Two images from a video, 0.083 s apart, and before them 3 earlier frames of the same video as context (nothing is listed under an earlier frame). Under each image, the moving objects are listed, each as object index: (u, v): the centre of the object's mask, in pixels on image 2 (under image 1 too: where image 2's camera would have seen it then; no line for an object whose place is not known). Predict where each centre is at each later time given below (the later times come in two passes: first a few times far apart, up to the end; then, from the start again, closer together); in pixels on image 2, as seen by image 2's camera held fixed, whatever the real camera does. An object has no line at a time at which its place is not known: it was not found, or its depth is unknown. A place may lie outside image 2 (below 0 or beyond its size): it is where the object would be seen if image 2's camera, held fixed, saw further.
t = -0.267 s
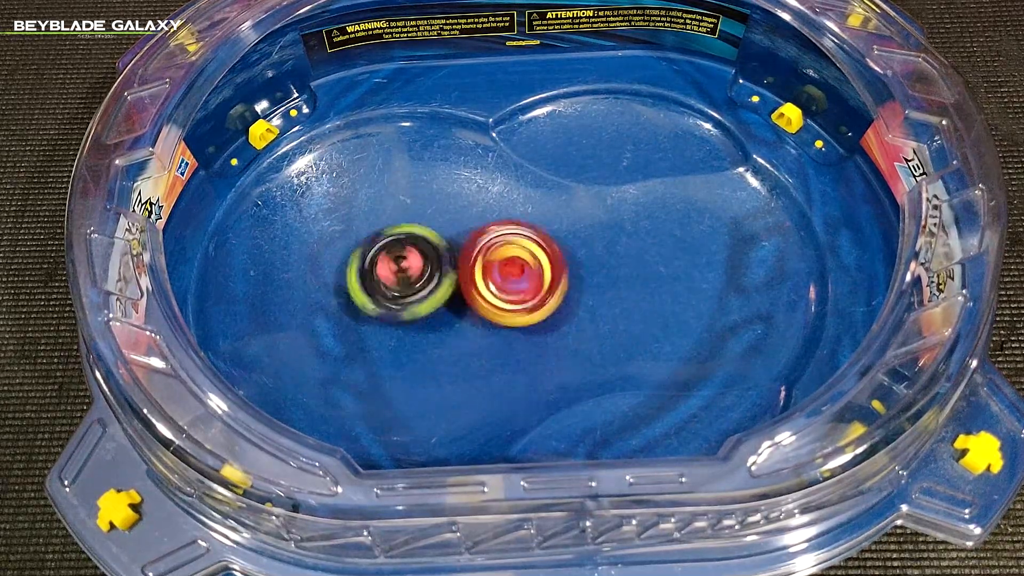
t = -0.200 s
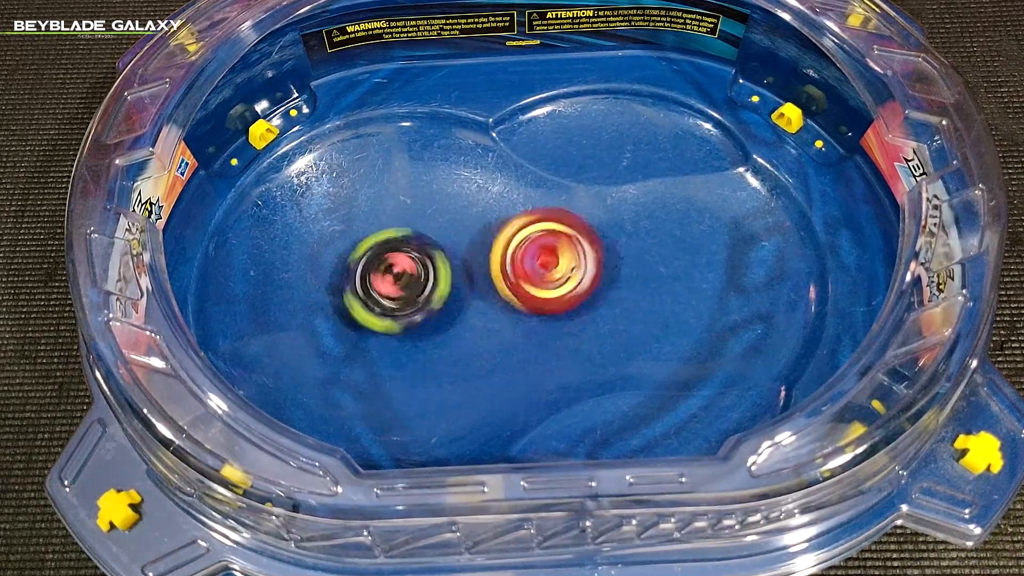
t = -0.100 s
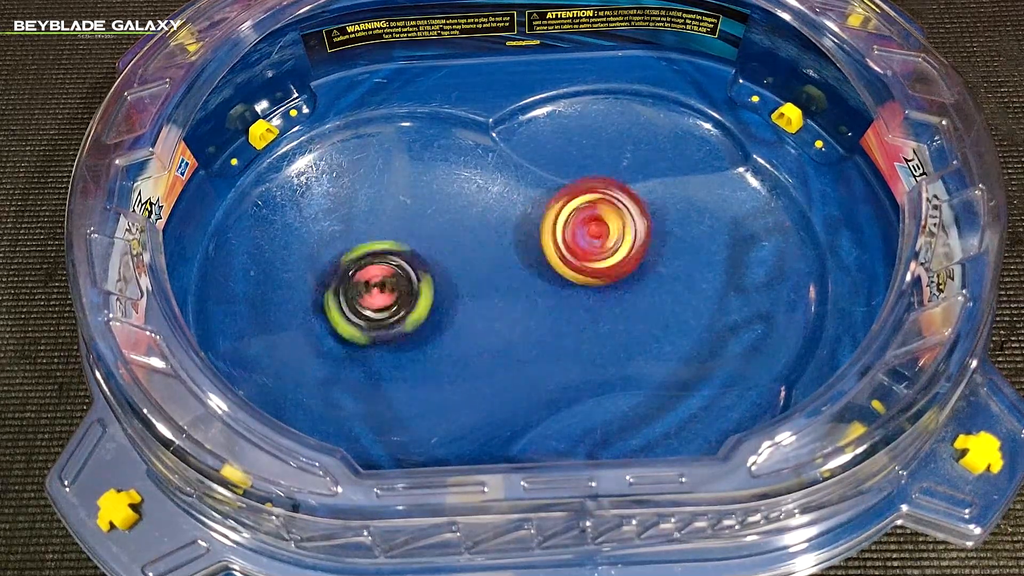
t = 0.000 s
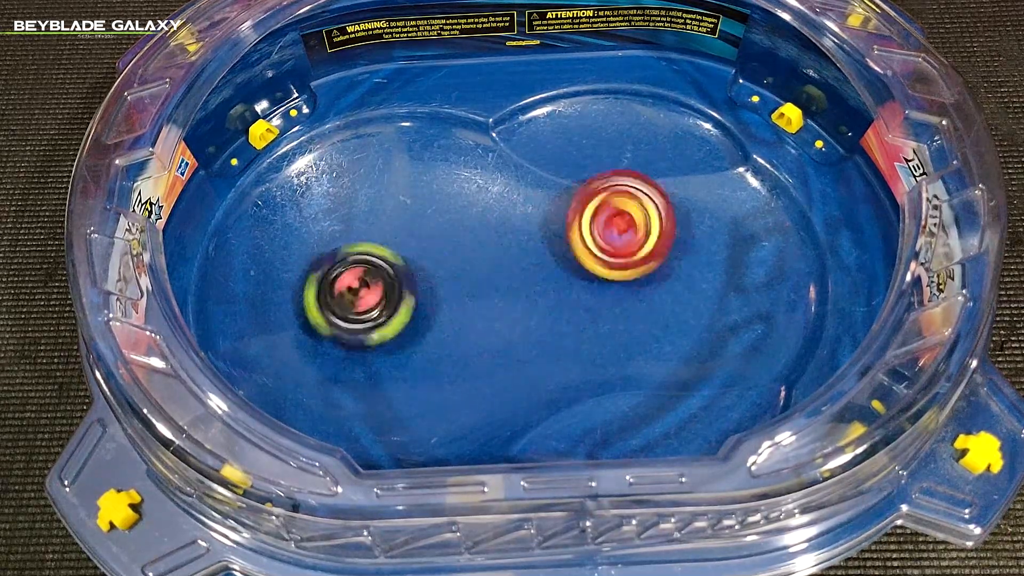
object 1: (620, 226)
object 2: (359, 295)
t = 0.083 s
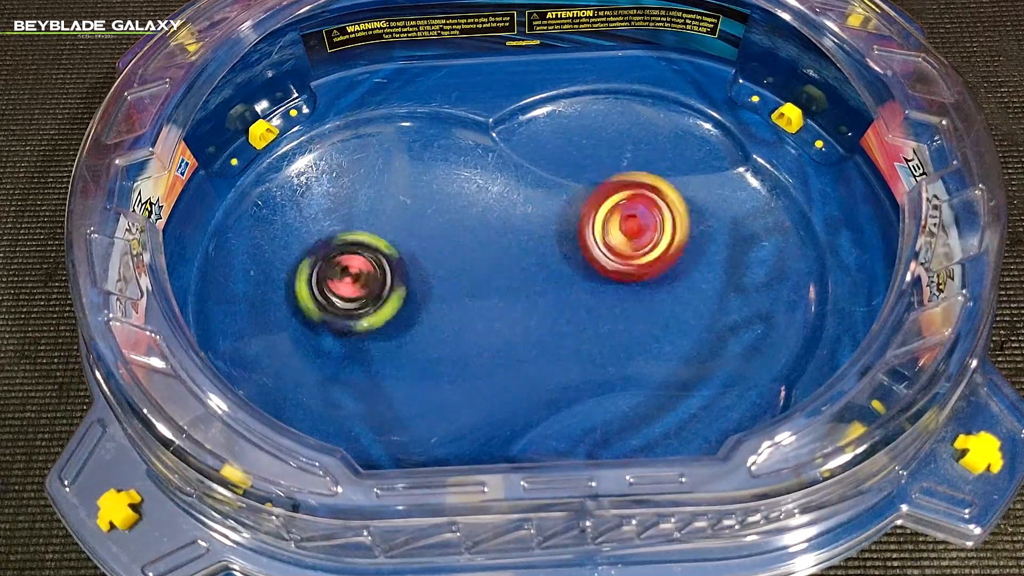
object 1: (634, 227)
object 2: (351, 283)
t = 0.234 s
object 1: (656, 241)
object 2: (374, 273)
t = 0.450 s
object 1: (674, 276)
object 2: (397, 312)
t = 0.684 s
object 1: (657, 321)
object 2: (368, 334)
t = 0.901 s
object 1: (635, 334)
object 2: (376, 292)
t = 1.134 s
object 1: (537, 285)
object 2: (415, 270)
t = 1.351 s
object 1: (593, 230)
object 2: (338, 268)
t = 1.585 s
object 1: (611, 233)
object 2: (348, 271)
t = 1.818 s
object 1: (606, 258)
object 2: (383, 278)
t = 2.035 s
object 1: (544, 303)
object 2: (414, 265)
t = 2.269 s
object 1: (459, 328)
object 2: (402, 243)
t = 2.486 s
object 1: (387, 353)
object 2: (374, 228)
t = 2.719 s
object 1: (357, 354)
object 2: (350, 266)
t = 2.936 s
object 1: (368, 355)
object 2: (339, 269)
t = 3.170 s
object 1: (407, 341)
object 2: (346, 270)
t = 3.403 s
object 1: (444, 319)
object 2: (350, 276)
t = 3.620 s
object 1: (447, 321)
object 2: (351, 276)
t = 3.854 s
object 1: (445, 313)
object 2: (350, 276)
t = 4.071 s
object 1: (431, 286)
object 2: (345, 275)
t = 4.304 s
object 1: (456, 283)
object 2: (351, 273)
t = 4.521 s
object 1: (459, 292)
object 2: (350, 276)
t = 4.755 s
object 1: (428, 294)
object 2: (345, 270)
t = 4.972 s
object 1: (433, 302)
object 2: (346, 270)
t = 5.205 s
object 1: (433, 309)
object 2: (346, 269)
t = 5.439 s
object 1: (433, 309)
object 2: (346, 269)
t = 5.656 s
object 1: (433, 309)
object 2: (346, 269)
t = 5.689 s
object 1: (433, 309)
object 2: (346, 269)
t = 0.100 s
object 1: (636, 229)
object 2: (351, 280)
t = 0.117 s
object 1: (639, 230)
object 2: (354, 278)
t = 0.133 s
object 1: (641, 230)
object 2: (355, 274)
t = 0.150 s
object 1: (644, 232)
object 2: (357, 272)
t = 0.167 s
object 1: (647, 234)
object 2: (360, 272)
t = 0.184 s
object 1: (648, 235)
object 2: (365, 271)
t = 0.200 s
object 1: (651, 237)
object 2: (369, 270)
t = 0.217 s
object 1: (654, 239)
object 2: (370, 270)
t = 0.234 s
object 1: (656, 241)
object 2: (374, 273)
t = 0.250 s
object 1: (659, 243)
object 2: (379, 275)
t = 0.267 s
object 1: (661, 245)
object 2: (382, 276)
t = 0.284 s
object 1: (663, 249)
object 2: (383, 278)
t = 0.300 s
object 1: (664, 249)
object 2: (385, 282)
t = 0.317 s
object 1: (667, 253)
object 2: (388, 285)
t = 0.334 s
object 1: (668, 256)
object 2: (389, 288)
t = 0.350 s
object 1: (669, 257)
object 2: (391, 291)
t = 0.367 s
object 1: (671, 261)
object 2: (392, 294)
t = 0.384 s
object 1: (672, 263)
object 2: (394, 298)
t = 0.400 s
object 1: (672, 267)
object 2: (394, 302)
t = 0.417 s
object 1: (674, 269)
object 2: (395, 305)
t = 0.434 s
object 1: (674, 272)
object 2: (396, 308)
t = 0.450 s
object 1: (674, 276)
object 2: (397, 312)
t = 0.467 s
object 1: (674, 278)
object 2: (396, 315)
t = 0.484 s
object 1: (673, 282)
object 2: (395, 319)
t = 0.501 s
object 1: (674, 286)
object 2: (395, 322)
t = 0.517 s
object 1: (672, 288)
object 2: (394, 325)
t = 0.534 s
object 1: (672, 292)
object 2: (392, 328)
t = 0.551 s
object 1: (671, 295)
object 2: (391, 331)
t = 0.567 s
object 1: (669, 299)
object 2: (388, 333)
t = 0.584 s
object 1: (669, 301)
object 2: (386, 335)
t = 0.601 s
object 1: (667, 305)
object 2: (382, 336)
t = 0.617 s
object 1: (666, 309)
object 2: (380, 337)
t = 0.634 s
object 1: (664, 311)
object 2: (377, 337)
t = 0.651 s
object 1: (662, 315)
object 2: (374, 336)
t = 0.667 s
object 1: (661, 318)
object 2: (370, 335)
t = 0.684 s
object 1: (657, 321)
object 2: (368, 334)
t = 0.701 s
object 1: (656, 324)
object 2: (366, 331)
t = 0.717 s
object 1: (652, 327)
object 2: (365, 327)
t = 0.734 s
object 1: (649, 329)
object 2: (364, 323)
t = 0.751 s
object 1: (646, 330)
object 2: (362, 320)
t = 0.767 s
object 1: (645, 333)
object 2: (362, 318)
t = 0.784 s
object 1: (643, 333)
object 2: (363, 313)
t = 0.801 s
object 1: (640, 333)
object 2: (364, 309)
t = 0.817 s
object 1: (641, 334)
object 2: (365, 306)
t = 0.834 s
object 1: (639, 334)
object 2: (367, 304)
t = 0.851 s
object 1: (638, 335)
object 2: (370, 300)
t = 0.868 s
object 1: (637, 334)
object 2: (371, 296)
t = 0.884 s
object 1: (636, 335)
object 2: (373, 294)
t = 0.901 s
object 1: (635, 334)
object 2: (376, 292)
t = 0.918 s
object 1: (632, 333)
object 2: (379, 289)
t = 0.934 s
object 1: (631, 332)
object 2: (381, 287)
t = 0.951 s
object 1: (627, 331)
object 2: (383, 286)
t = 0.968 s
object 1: (624, 329)
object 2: (387, 284)
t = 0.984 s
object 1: (618, 326)
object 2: (390, 282)
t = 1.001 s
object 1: (613, 324)
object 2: (393, 280)
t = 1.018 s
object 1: (606, 321)
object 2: (395, 279)
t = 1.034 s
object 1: (598, 316)
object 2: (399, 278)
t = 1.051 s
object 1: (590, 312)
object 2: (402, 276)
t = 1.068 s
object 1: (582, 308)
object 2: (404, 274)
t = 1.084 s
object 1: (571, 303)
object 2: (407, 274)
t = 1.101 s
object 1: (560, 296)
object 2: (411, 272)
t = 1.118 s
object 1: (550, 292)
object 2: (412, 271)
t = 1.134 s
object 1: (537, 285)
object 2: (415, 270)
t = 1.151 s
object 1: (526, 279)
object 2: (417, 270)
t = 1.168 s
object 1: (519, 274)
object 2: (416, 270)
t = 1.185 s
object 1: (527, 271)
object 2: (408, 270)
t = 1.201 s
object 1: (537, 268)
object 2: (390, 269)
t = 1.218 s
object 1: (545, 262)
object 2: (378, 269)
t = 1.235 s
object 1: (555, 256)
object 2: (363, 270)
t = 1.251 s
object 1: (562, 251)
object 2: (353, 271)
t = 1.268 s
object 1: (567, 246)
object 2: (349, 270)
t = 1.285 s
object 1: (574, 242)
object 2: (341, 271)
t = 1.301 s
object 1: (579, 237)
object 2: (337, 272)
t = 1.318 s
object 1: (585, 235)
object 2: (337, 272)
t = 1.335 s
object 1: (588, 232)
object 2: (338, 270)
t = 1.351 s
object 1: (593, 230)
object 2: (338, 268)
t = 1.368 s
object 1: (596, 229)
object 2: (336, 267)
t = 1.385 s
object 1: (599, 227)
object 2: (335, 267)
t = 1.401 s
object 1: (602, 227)
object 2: (335, 266)
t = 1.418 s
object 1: (605, 227)
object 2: (332, 266)
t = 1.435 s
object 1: (606, 228)
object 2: (332, 265)
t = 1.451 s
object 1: (607, 227)
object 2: (331, 266)
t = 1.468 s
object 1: (609, 229)
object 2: (331, 265)
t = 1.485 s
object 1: (609, 229)
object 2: (332, 265)
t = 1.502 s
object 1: (610, 230)
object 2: (331, 265)
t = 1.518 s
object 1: (610, 230)
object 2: (331, 268)
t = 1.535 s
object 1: (611, 231)
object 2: (336, 270)
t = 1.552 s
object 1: (611, 231)
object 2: (340, 270)
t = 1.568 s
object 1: (612, 232)
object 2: (344, 270)
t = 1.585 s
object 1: (611, 233)
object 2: (348, 271)
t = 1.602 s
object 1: (613, 233)
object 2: (350, 272)
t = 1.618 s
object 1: (613, 234)
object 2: (354, 274)
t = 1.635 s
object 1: (614, 234)
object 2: (356, 274)
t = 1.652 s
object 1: (613, 237)
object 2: (359, 275)
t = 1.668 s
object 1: (613, 238)
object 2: (362, 276)
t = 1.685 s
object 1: (613, 240)
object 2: (365, 276)
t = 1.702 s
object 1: (613, 241)
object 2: (368, 277)
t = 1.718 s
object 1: (613, 244)
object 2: (369, 276)
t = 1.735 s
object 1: (611, 245)
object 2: (372, 278)
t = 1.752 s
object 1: (612, 248)
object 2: (374, 277)
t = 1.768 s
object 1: (610, 250)
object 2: (376, 278)
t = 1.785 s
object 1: (610, 252)
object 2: (379, 278)
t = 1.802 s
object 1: (607, 256)
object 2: (382, 278)
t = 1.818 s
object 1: (606, 258)
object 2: (383, 278)
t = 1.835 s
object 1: (604, 262)
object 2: (387, 278)
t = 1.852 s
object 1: (601, 265)
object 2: (389, 278)
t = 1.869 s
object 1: (598, 268)
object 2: (391, 278)
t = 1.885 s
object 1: (594, 272)
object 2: (395, 277)
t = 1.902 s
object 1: (591, 275)
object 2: (396, 277)
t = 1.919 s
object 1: (587, 280)
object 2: (399, 276)
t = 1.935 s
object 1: (581, 283)
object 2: (402, 275)
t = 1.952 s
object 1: (576, 288)
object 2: (404, 273)
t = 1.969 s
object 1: (570, 290)
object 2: (406, 272)
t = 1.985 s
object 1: (565, 294)
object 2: (409, 271)
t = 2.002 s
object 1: (558, 297)
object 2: (410, 269)
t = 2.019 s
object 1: (552, 300)
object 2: (413, 267)
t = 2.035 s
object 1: (544, 303)
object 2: (414, 265)
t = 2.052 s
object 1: (538, 305)
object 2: (416, 263)
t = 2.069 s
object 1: (531, 309)
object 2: (418, 261)
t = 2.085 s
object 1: (523, 310)
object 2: (419, 260)
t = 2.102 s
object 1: (515, 313)
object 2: (420, 257)
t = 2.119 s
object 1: (506, 314)
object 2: (420, 254)
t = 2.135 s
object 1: (503, 317)
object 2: (417, 249)
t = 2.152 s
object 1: (498, 322)
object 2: (410, 246)
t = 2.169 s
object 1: (493, 324)
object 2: (409, 244)
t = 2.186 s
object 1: (488, 325)
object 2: (406, 242)
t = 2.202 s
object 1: (482, 326)
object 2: (404, 241)
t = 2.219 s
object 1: (478, 327)
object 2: (402, 241)
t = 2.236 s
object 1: (472, 328)
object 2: (402, 242)
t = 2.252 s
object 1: (465, 328)
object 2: (399, 243)
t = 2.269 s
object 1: (459, 328)
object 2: (402, 243)
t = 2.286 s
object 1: (452, 327)
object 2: (404, 243)
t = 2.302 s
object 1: (447, 328)
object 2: (402, 242)
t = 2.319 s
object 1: (439, 327)
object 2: (403, 241)
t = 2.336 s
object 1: (432, 325)
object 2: (401, 239)
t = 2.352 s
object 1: (425, 325)
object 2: (401, 239)
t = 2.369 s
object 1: (418, 325)
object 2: (398, 239)
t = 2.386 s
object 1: (414, 330)
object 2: (399, 238)
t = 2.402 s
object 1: (408, 338)
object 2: (392, 235)
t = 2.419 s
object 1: (402, 343)
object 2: (386, 230)
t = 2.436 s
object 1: (398, 346)
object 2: (382, 230)
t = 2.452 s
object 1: (393, 349)
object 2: (380, 227)
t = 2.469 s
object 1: (390, 350)
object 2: (376, 227)
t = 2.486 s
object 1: (387, 353)
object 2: (374, 228)
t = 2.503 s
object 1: (382, 355)
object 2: (372, 231)
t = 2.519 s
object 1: (380, 354)
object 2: (373, 235)
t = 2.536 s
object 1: (377, 354)
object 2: (372, 237)
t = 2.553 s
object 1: (374, 353)
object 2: (372, 240)
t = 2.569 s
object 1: (371, 352)
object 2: (372, 244)
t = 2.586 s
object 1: (370, 353)
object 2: (371, 248)
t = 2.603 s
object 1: (368, 352)
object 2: (370, 251)
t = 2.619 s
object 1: (368, 350)
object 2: (369, 254)
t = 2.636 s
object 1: (368, 348)
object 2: (367, 257)
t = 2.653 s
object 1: (366, 347)
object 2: (363, 261)
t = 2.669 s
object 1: (364, 349)
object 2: (361, 262)
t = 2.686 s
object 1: (363, 352)
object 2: (355, 263)
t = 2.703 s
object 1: (361, 354)
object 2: (352, 265)
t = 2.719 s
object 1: (357, 354)
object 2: (350, 266)
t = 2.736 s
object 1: (357, 352)
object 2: (349, 266)
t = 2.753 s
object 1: (357, 351)
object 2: (342, 267)
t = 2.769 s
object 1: (358, 354)
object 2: (340, 267)
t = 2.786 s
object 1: (358, 355)
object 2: (338, 265)
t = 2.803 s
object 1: (360, 357)
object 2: (334, 265)
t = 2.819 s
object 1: (360, 359)
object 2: (332, 267)
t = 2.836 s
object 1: (359, 360)
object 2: (332, 266)
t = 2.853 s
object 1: (359, 359)
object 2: (331, 267)
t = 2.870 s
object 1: (360, 360)
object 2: (331, 269)
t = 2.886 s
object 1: (360, 359)
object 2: (335, 270)
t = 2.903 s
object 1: (360, 357)
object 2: (336, 269)
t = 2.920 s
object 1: (364, 355)
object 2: (338, 269)
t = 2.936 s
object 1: (368, 355)
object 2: (339, 269)
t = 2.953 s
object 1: (371, 356)
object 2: (342, 268)
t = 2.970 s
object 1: (375, 355)
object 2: (343, 267)
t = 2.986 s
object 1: (378, 357)
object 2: (344, 268)
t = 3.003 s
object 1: (379, 358)
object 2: (346, 268)
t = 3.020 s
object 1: (380, 358)
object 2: (346, 268)
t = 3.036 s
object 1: (382, 355)
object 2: (347, 267)
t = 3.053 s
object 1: (385, 353)
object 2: (348, 268)
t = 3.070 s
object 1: (387, 352)
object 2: (348, 268)
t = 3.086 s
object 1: (391, 351)
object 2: (347, 268)
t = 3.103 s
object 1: (394, 350)
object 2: (347, 268)
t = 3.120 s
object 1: (397, 349)
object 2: (347, 269)
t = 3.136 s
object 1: (398, 346)
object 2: (346, 268)
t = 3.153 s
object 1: (402, 342)
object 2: (346, 269)
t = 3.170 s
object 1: (407, 341)
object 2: (346, 270)
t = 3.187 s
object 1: (410, 339)
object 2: (346, 269)
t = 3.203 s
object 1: (413, 337)
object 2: (346, 270)
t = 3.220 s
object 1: (416, 334)
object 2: (346, 270)
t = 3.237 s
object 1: (420, 333)
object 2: (346, 271)
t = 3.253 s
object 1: (422, 331)
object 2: (346, 271)
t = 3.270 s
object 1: (425, 328)
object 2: (347, 271)
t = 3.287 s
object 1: (428, 325)
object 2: (347, 273)
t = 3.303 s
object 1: (431, 324)
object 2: (347, 273)
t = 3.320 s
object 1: (434, 324)
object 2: (348, 273)
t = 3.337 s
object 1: (436, 323)
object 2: (349, 274)
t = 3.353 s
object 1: (438, 321)
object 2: (349, 275)
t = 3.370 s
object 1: (439, 320)
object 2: (349, 275)
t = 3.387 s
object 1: (441, 319)
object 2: (349, 275)
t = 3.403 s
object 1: (444, 319)
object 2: (350, 276)
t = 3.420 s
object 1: (446, 321)
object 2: (350, 276)
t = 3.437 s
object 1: (446, 321)
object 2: (350, 276)
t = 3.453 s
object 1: (447, 320)
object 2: (351, 276)
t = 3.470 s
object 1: (449, 318)
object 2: (351, 277)
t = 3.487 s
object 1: (451, 317)
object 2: (351, 276)
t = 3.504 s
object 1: (452, 317)
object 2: (351, 276)
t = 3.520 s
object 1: (453, 317)
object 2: (352, 277)
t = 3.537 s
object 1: (454, 317)
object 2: (352, 277)
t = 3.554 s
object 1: (454, 319)
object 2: (352, 277)
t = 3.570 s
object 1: (453, 320)
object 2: (352, 277)
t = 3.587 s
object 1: (451, 320)
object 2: (352, 277)
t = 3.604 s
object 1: (449, 321)
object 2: (352, 277)
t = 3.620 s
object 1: (447, 321)
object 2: (351, 276)
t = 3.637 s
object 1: (447, 320)
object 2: (351, 276)
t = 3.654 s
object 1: (449, 319)
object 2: (352, 277)
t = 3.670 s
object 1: (450, 320)
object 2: (352, 277)
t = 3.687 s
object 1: (450, 320)
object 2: (352, 277)
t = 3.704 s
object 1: (449, 319)
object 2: (352, 277)
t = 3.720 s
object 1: (450, 318)
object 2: (352, 277)
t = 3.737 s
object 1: (450, 318)
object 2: (351, 277)
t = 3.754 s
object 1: (448, 318)
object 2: (351, 276)
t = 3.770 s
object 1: (447, 318)
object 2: (351, 276)
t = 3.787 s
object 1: (447, 318)
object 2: (351, 276)
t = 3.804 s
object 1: (446, 318)
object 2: (350, 276)
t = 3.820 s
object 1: (445, 317)
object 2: (350, 276)
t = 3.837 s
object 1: (444, 315)
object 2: (350, 276)
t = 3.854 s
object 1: (445, 313)
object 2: (350, 276)
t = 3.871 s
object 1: (444, 313)
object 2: (349, 275)
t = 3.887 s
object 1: (440, 311)
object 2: (349, 275)
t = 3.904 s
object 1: (438, 309)
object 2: (348, 275)
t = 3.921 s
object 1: (437, 307)
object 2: (348, 275)
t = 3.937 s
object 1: (437, 305)
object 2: (347, 275)
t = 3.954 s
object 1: (436, 303)
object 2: (347, 275)
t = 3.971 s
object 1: (436, 300)
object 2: (347, 275)
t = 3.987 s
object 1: (435, 298)
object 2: (347, 275)
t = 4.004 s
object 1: (432, 297)
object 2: (345, 274)
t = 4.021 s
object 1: (430, 294)
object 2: (344, 274)
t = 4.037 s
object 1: (429, 290)
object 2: (345, 275)
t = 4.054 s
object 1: (431, 287)
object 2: (345, 275)
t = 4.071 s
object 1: (431, 286)
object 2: (345, 275)
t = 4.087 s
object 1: (430, 284)
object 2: (345, 275)
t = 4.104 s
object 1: (429, 281)
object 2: (345, 274)
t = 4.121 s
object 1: (431, 281)
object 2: (344, 272)
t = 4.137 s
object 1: (431, 280)
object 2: (344, 271)
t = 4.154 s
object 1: (431, 278)
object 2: (342, 269)
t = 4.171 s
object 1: (433, 278)
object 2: (343, 267)
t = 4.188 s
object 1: (436, 279)
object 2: (345, 267)
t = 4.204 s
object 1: (437, 279)
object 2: (345, 266)
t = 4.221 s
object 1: (438, 279)
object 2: (345, 266)
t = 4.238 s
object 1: (442, 279)
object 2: (345, 266)
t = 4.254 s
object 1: (447, 279)
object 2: (348, 268)
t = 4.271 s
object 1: (451, 279)
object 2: (349, 269)
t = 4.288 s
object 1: (454, 281)
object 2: (351, 271)
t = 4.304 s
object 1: (456, 283)
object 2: (351, 273)
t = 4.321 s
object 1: (457, 286)
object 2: (351, 273)
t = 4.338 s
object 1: (457, 287)
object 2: (351, 274)
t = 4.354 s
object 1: (458, 287)
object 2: (350, 275)
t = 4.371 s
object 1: (460, 286)
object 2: (350, 276)
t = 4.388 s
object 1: (461, 287)
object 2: (349, 276)
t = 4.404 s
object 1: (462, 287)
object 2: (349, 277)
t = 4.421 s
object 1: (462, 289)
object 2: (349, 277)
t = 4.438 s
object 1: (461, 289)
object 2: (349, 277)
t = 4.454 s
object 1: (460, 290)
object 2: (349, 277)
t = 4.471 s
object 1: (461, 290)
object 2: (349, 277)
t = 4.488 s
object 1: (460, 290)
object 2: (349, 277)
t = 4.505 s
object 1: (460, 291)
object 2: (350, 276)
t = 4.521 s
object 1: (459, 292)
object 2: (350, 276)
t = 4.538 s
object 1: (458, 292)
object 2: (351, 276)
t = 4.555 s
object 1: (457, 294)
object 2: (351, 275)
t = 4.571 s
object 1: (454, 294)
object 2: (351, 274)
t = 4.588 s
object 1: (453, 294)
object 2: (352, 273)
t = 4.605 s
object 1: (452, 294)
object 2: (351, 272)
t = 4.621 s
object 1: (451, 294)
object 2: (351, 271)
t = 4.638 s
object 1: (449, 295)
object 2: (351, 271)
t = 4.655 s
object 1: (446, 295)
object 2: (350, 271)
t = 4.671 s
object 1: (443, 296)
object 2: (348, 271)
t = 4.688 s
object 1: (440, 296)
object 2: (348, 272)
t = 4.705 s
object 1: (436, 296)
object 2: (347, 272)
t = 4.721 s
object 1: (432, 295)
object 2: (346, 271)
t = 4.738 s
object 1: (429, 294)
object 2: (345, 271)
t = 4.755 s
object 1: (428, 294)
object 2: (345, 270)
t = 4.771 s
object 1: (428, 295)
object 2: (344, 268)
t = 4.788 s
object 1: (430, 295)
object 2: (345, 269)
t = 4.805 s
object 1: (431, 296)
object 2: (345, 269)
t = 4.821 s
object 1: (432, 296)
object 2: (345, 268)
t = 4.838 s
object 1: (434, 296)
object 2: (346, 270)
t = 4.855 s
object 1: (435, 296)
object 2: (346, 270)
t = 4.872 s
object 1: (436, 296)
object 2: (345, 270)
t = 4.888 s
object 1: (436, 296)
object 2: (346, 271)
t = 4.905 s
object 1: (435, 297)
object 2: (346, 270)
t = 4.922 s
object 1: (435, 298)
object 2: (346, 270)
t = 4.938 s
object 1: (435, 299)
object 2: (346, 270)
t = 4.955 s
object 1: (434, 301)
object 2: (346, 270)
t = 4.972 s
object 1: (433, 302)
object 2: (346, 270)
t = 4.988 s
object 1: (434, 304)
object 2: (346, 269)
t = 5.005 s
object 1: (434, 306)
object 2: (346, 270)
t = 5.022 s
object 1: (433, 308)
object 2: (346, 270)
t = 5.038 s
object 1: (433, 309)
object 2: (346, 269)
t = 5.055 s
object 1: (433, 309)
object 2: (346, 269)
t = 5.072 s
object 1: (432, 309)
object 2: (346, 269)
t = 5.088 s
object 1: (433, 309)
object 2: (346, 269)
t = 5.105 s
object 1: (433, 309)
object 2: (346, 269)
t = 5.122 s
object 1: (433, 309)
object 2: (346, 269)
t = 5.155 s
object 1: (433, 309)
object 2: (346, 269)
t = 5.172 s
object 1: (433, 309)
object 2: (346, 269)
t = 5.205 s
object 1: (433, 309)
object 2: (346, 269)
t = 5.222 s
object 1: (433, 309)
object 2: (346, 269)
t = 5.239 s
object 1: (433, 309)
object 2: (346, 269)
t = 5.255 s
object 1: (433, 309)
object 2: (346, 269)
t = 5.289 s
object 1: (433, 309)
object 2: (346, 269)
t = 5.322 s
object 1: (433, 309)
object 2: (346, 269)
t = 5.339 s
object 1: (433, 309)
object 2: (346, 269)
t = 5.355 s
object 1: (433, 309)
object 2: (346, 269)
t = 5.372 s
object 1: (433, 309)
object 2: (346, 269)
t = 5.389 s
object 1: (433, 309)
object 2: (346, 269)
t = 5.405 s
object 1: (433, 309)
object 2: (346, 269)
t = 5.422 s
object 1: (433, 309)
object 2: (346, 269)
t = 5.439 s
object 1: (433, 309)
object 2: (346, 269)
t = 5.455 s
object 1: (433, 309)
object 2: (346, 269)
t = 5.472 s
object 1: (433, 309)
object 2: (346, 269)
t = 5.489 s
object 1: (433, 309)
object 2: (346, 269)
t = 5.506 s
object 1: (433, 309)
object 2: (346, 269)
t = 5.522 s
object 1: (433, 309)
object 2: (346, 269)
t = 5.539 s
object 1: (433, 309)
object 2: (346, 269)
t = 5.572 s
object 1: (433, 309)
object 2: (346, 269)
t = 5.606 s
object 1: (433, 309)
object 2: (346, 269)
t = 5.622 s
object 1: (433, 309)
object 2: (346, 269)
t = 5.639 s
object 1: (433, 309)
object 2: (346, 269)
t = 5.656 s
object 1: (433, 309)
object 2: (346, 269)
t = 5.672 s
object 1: (433, 309)
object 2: (346, 269)
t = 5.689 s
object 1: (433, 309)
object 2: (346, 269)
